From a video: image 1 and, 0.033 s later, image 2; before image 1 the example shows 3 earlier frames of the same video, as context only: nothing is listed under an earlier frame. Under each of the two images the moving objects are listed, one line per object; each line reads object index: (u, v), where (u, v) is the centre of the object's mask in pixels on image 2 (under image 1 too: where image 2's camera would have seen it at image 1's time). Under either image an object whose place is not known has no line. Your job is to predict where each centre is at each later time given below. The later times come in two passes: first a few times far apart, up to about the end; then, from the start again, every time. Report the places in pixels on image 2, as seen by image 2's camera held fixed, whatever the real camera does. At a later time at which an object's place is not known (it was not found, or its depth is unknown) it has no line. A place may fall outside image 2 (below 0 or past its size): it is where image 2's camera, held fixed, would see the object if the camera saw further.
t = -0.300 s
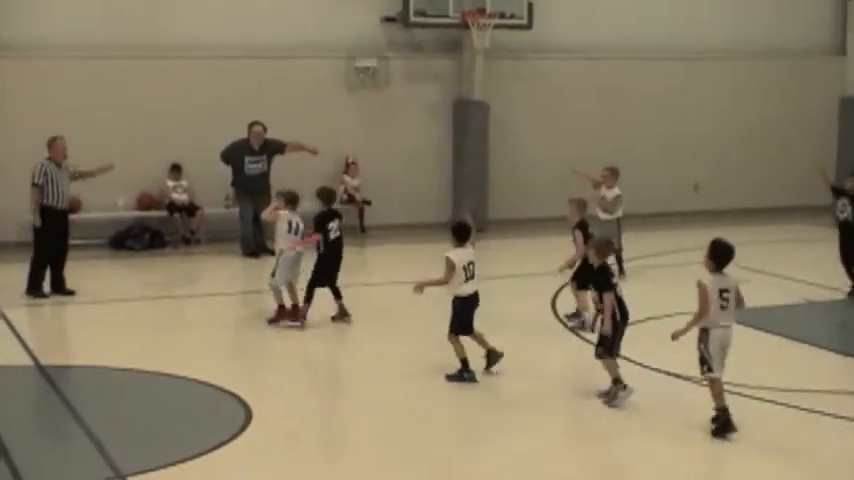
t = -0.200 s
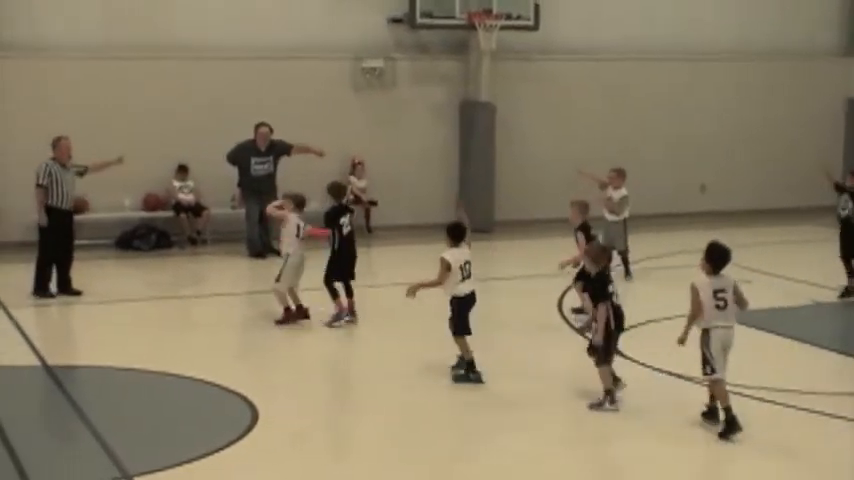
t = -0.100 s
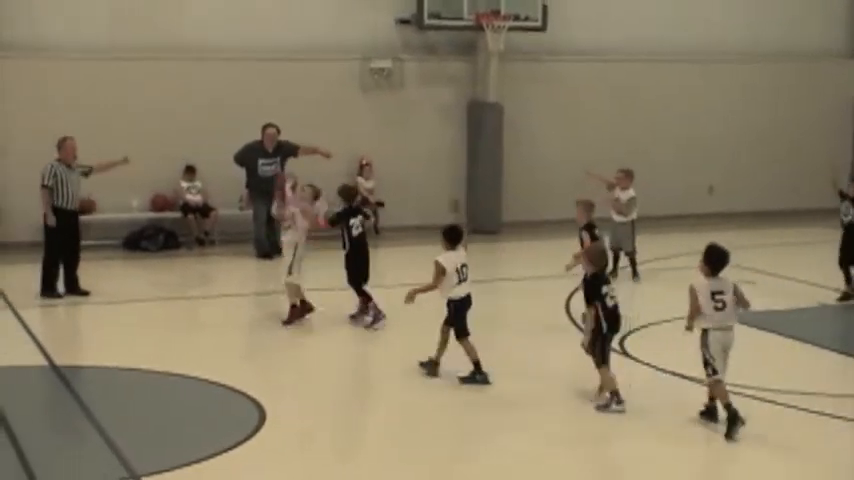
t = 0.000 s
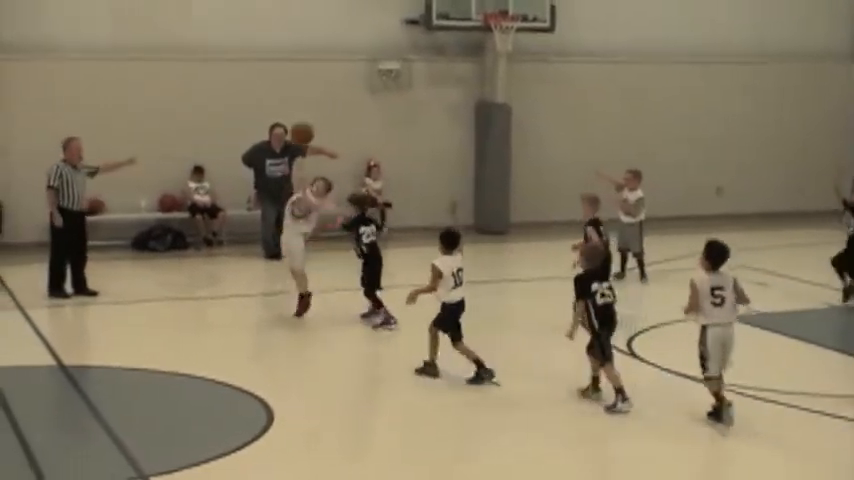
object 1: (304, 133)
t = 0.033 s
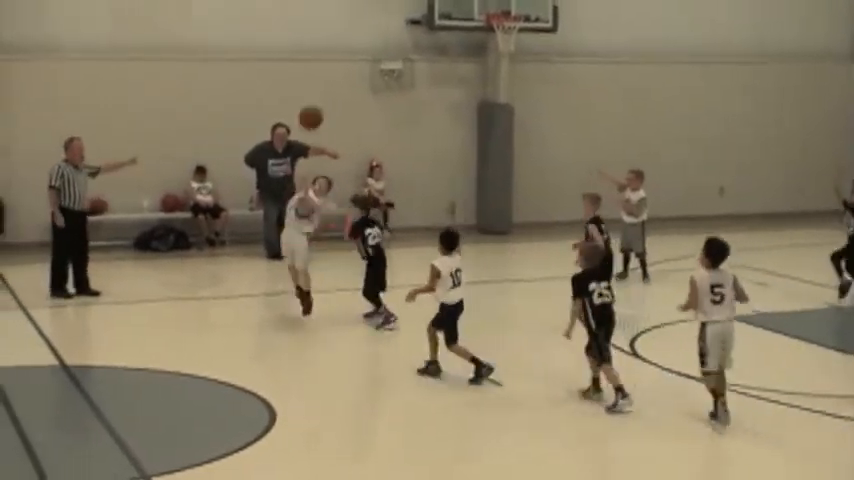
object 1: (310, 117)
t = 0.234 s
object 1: (350, 42)
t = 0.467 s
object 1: (404, 7)
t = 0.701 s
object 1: (465, 33)
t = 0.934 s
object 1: (537, 145)
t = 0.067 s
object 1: (316, 103)
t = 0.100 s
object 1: (323, 88)
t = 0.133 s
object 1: (329, 76)
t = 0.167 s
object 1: (336, 63)
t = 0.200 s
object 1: (342, 52)
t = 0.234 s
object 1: (350, 42)
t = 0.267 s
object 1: (357, 34)
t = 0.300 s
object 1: (364, 25)
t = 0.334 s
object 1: (371, 18)
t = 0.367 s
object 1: (379, 13)
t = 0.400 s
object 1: (388, 9)
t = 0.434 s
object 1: (395, 8)
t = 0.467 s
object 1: (404, 7)
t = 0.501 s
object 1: (412, 6)
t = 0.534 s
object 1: (419, 6)
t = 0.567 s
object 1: (430, 6)
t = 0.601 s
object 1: (436, 12)
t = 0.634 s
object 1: (444, 14)
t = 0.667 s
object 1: (456, 24)
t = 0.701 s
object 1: (465, 33)
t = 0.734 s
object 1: (475, 43)
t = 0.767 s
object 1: (485, 56)
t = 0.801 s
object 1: (496, 70)
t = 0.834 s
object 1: (506, 84)
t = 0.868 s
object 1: (517, 102)
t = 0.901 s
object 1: (526, 122)
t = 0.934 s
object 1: (537, 145)
